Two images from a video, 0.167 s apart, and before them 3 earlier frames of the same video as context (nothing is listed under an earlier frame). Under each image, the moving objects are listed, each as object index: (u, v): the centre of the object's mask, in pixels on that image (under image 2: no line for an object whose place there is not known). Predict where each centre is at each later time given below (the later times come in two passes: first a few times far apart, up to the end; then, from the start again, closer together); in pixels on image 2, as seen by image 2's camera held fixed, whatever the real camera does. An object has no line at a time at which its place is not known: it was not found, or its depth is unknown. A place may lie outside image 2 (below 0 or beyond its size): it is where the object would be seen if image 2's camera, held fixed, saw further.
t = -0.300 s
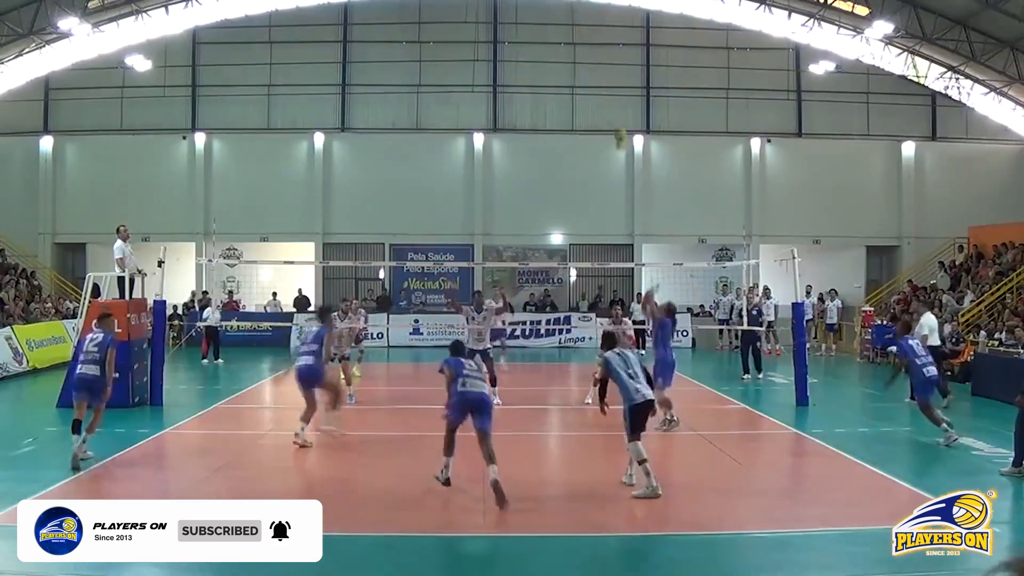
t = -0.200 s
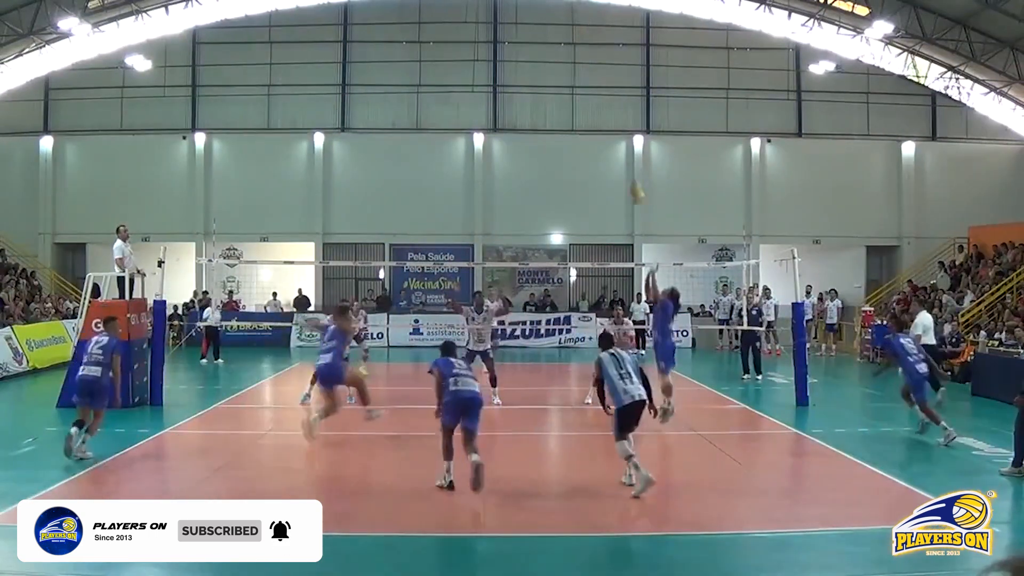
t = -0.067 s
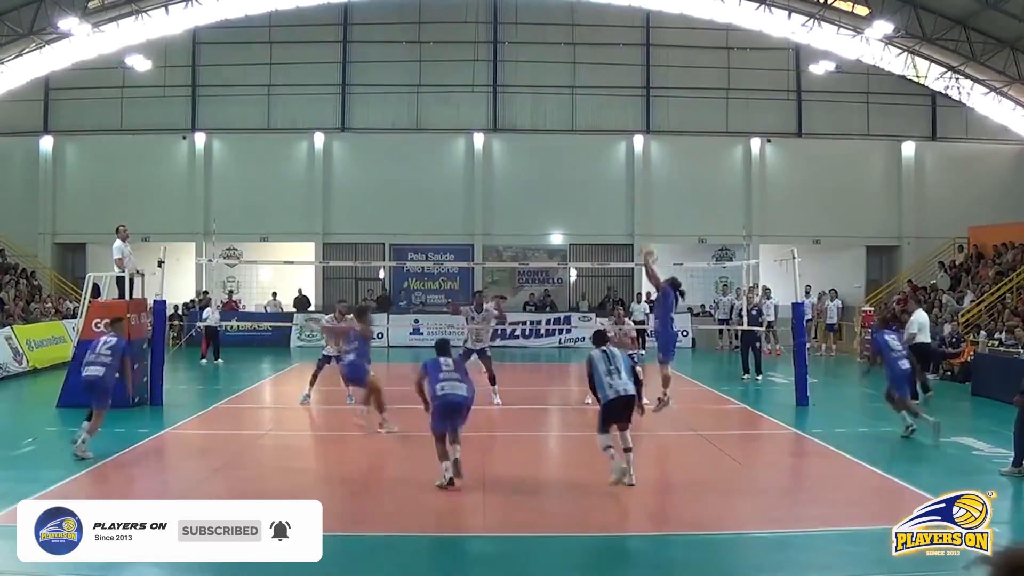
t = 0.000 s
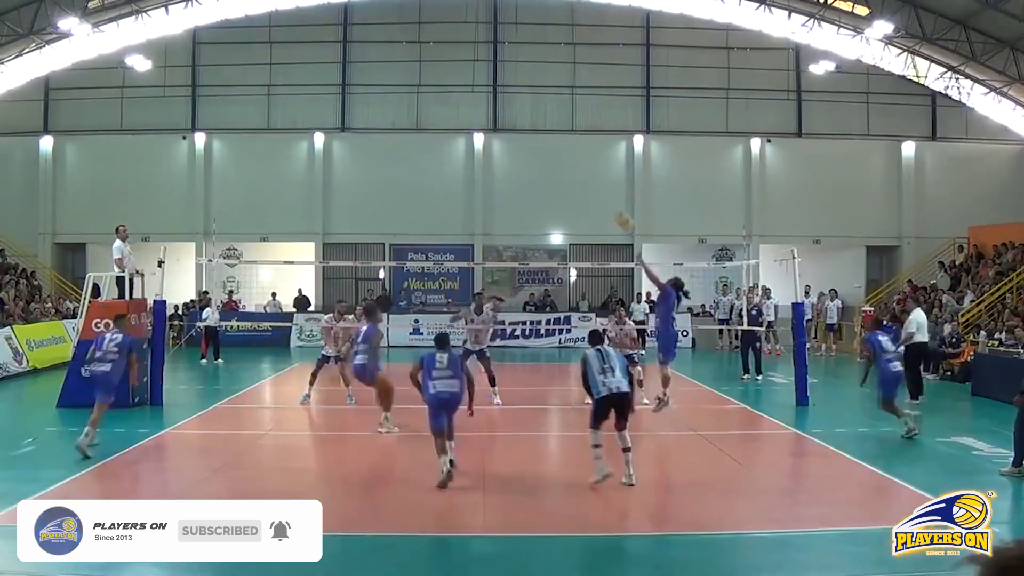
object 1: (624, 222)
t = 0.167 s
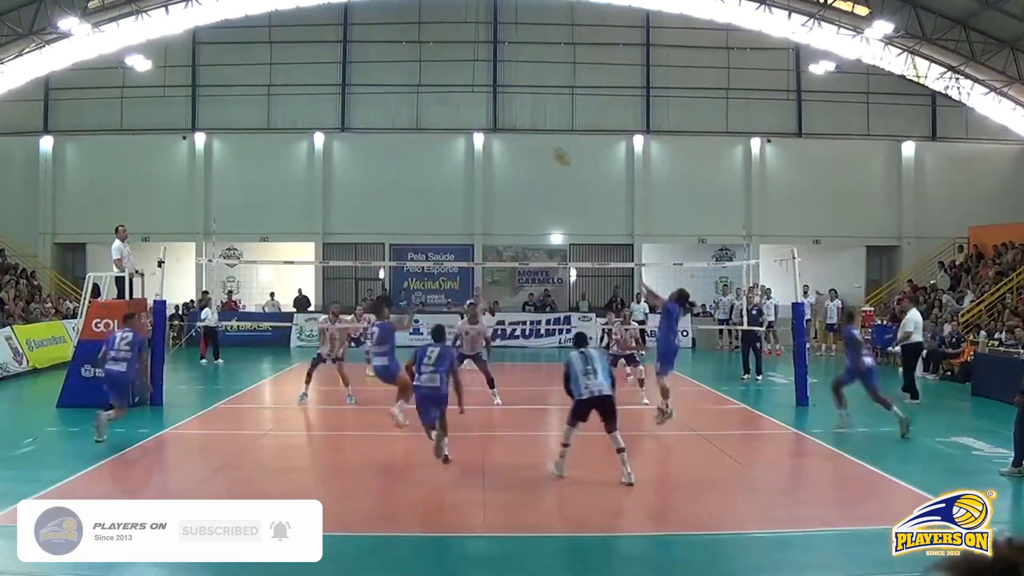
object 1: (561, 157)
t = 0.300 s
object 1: (513, 120)
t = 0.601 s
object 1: (413, 85)
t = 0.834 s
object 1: (340, 102)
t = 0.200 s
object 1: (550, 147)
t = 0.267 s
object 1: (526, 127)
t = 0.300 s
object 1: (513, 120)
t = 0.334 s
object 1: (503, 112)
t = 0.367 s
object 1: (490, 107)
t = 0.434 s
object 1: (468, 96)
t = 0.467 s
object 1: (456, 93)
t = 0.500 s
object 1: (443, 90)
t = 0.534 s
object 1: (434, 88)
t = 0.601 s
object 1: (413, 85)
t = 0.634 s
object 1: (401, 85)
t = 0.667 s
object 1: (391, 86)
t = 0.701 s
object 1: (381, 87)
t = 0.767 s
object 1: (357, 95)
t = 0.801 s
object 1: (348, 97)
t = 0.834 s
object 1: (340, 102)
